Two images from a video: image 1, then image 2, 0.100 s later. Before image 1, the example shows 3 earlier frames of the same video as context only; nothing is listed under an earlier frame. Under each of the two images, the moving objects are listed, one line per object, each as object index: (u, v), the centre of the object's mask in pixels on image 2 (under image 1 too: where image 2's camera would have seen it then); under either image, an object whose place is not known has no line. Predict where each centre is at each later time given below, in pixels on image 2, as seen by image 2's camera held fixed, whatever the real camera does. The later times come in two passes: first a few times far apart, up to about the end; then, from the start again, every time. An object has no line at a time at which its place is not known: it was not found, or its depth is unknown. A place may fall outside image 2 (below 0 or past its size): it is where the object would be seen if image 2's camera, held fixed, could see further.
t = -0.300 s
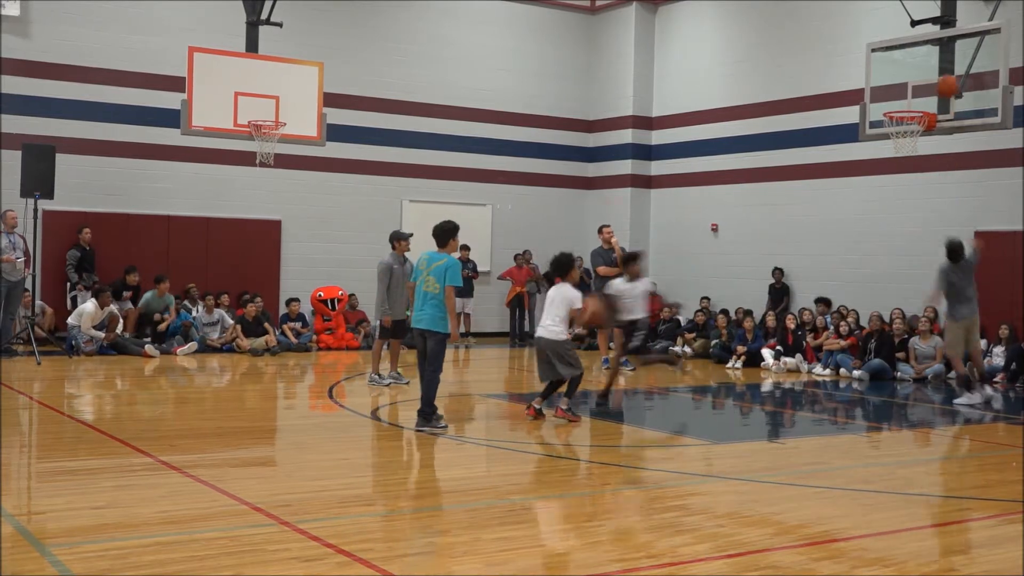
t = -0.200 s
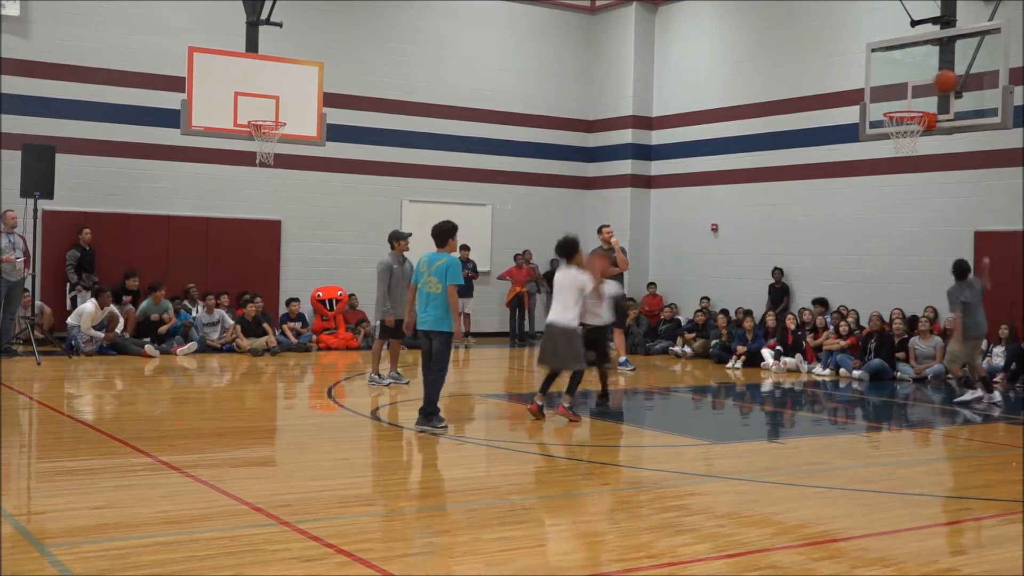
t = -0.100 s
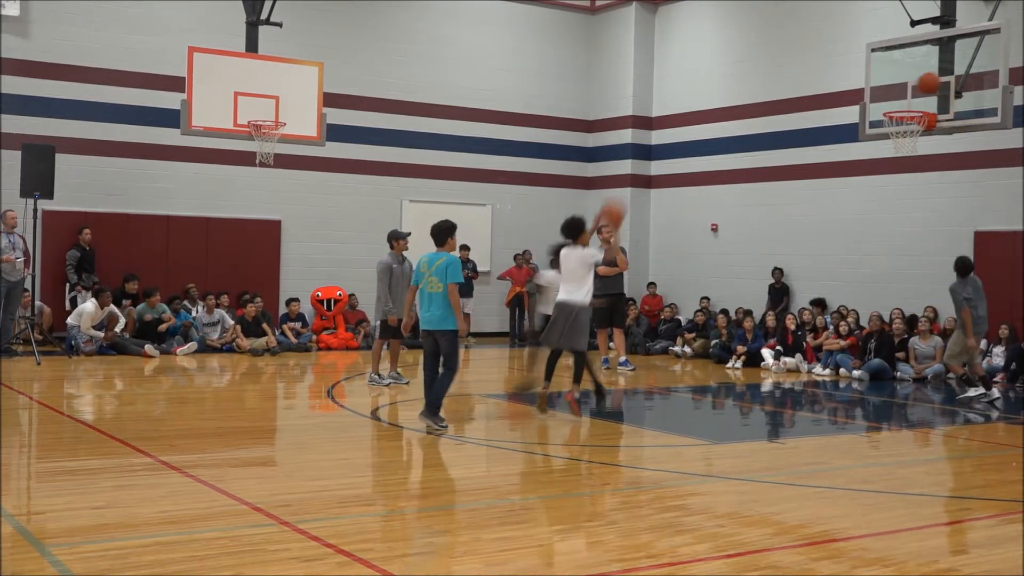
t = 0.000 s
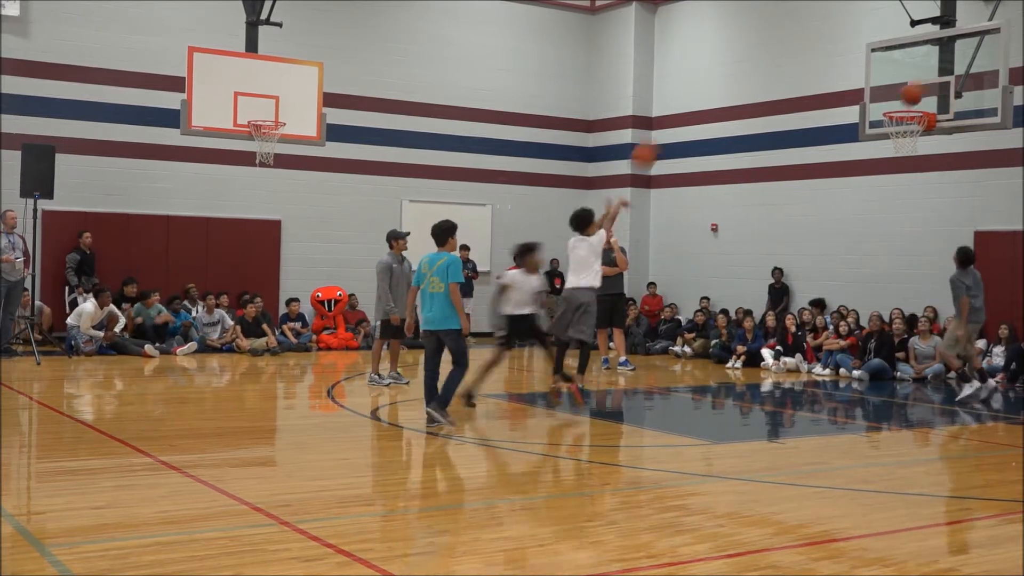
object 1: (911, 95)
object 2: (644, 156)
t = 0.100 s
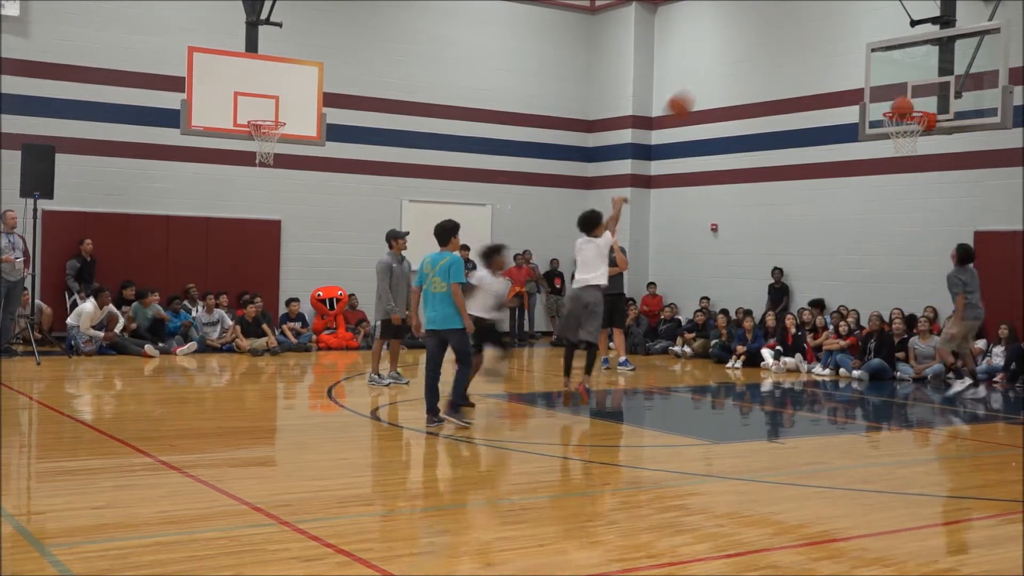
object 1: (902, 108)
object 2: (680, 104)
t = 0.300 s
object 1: (910, 129)
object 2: (743, 45)
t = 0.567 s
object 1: (905, 193)
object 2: (818, 27)
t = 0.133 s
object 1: (904, 111)
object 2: (690, 92)
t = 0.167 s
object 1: (907, 114)
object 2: (701, 81)
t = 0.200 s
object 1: (908, 119)
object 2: (712, 70)
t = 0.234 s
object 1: (908, 124)
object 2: (722, 60)
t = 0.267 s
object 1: (909, 126)
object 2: (732, 52)
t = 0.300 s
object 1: (910, 129)
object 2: (743, 45)
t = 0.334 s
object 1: (911, 134)
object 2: (752, 39)
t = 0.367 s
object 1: (909, 142)
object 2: (763, 33)
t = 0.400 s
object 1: (908, 147)
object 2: (772, 29)
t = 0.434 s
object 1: (908, 155)
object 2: (781, 27)
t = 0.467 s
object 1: (907, 163)
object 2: (791, 25)
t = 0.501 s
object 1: (906, 171)
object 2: (800, 25)
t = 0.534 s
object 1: (906, 181)
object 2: (810, 25)
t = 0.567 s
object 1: (905, 193)
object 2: (818, 27)
